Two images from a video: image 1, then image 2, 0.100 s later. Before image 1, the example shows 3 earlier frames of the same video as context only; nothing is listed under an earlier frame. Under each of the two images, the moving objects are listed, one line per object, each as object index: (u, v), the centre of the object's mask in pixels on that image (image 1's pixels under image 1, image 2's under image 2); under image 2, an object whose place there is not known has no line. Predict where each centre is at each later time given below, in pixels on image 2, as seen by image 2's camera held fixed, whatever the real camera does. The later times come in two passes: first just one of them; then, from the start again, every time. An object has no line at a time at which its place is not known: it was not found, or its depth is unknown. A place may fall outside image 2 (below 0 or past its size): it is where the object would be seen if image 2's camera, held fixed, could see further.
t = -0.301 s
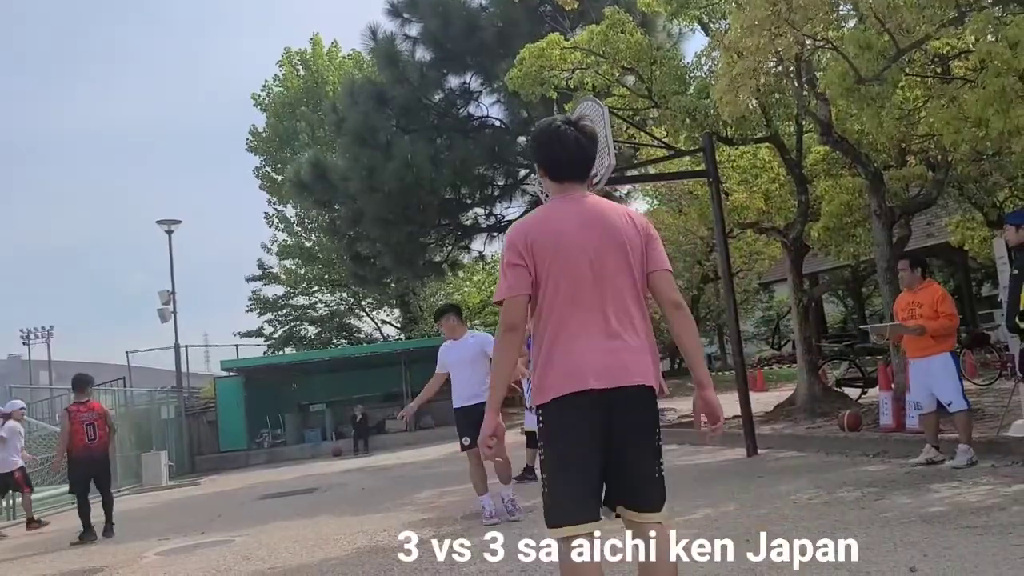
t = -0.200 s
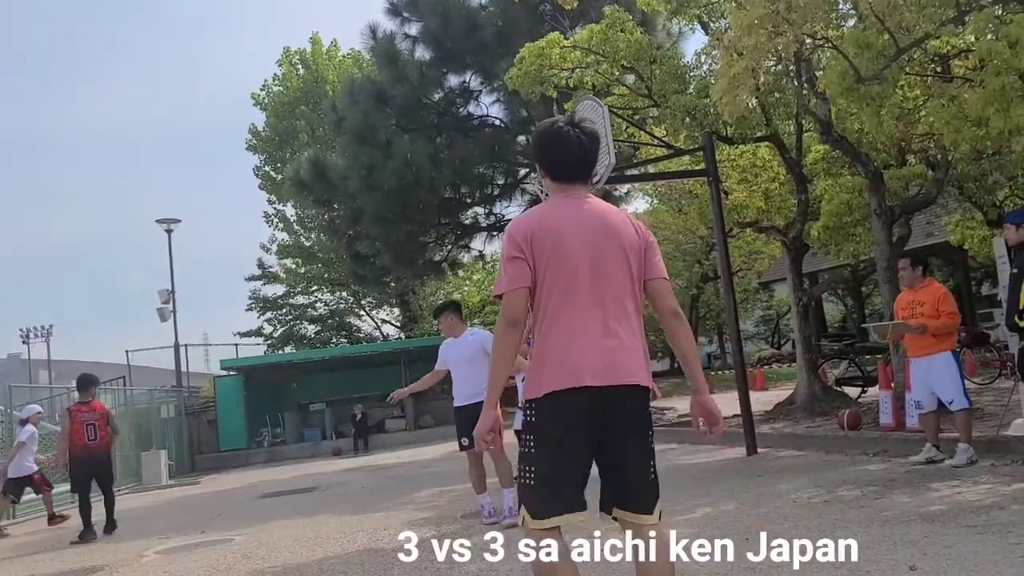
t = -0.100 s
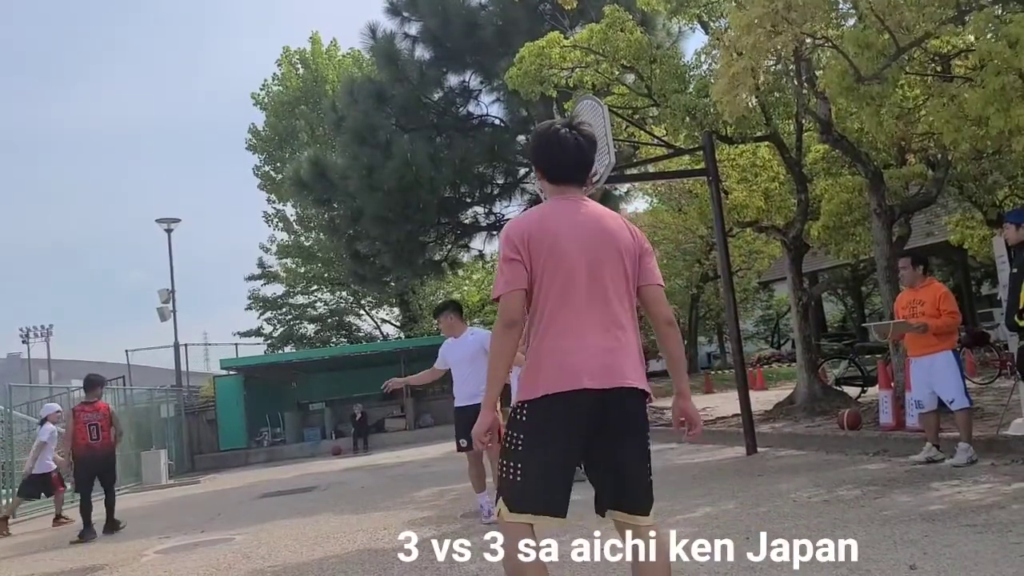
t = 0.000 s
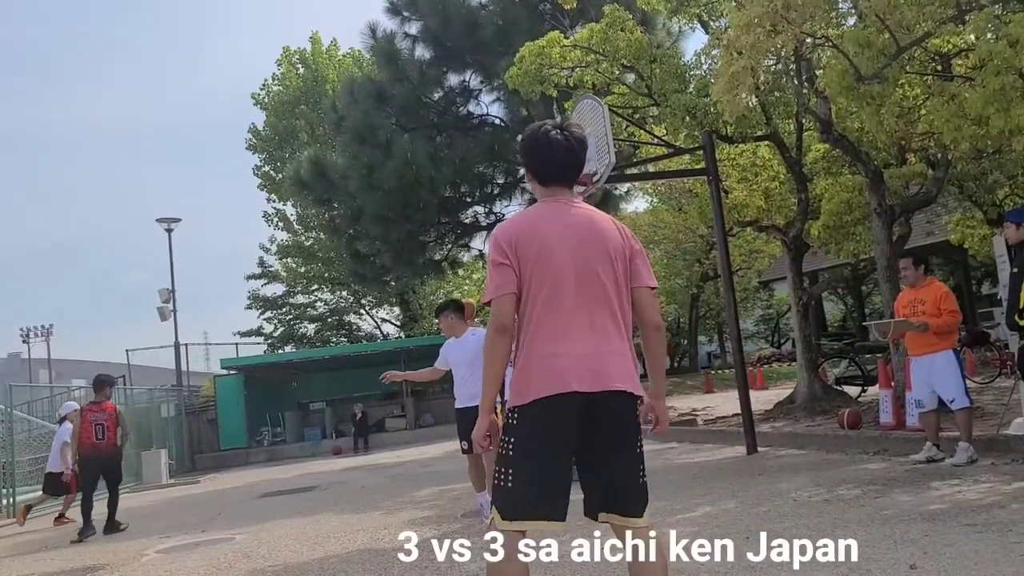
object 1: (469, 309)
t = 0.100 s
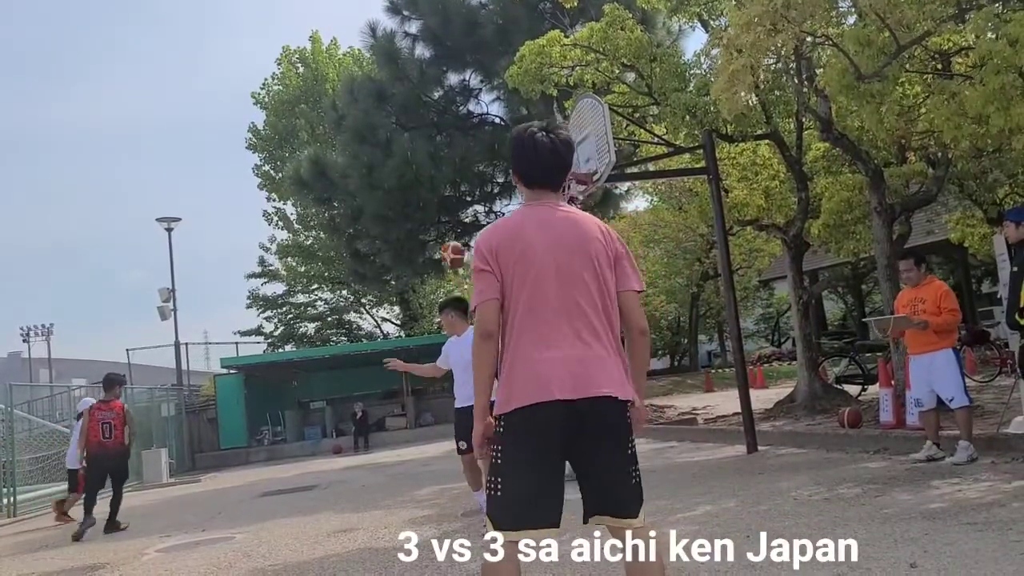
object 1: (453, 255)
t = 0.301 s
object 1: (419, 151)
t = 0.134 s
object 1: (448, 235)
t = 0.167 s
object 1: (442, 217)
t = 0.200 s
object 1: (437, 201)
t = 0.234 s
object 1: (431, 184)
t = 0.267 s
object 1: (425, 166)
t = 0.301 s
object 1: (419, 151)
